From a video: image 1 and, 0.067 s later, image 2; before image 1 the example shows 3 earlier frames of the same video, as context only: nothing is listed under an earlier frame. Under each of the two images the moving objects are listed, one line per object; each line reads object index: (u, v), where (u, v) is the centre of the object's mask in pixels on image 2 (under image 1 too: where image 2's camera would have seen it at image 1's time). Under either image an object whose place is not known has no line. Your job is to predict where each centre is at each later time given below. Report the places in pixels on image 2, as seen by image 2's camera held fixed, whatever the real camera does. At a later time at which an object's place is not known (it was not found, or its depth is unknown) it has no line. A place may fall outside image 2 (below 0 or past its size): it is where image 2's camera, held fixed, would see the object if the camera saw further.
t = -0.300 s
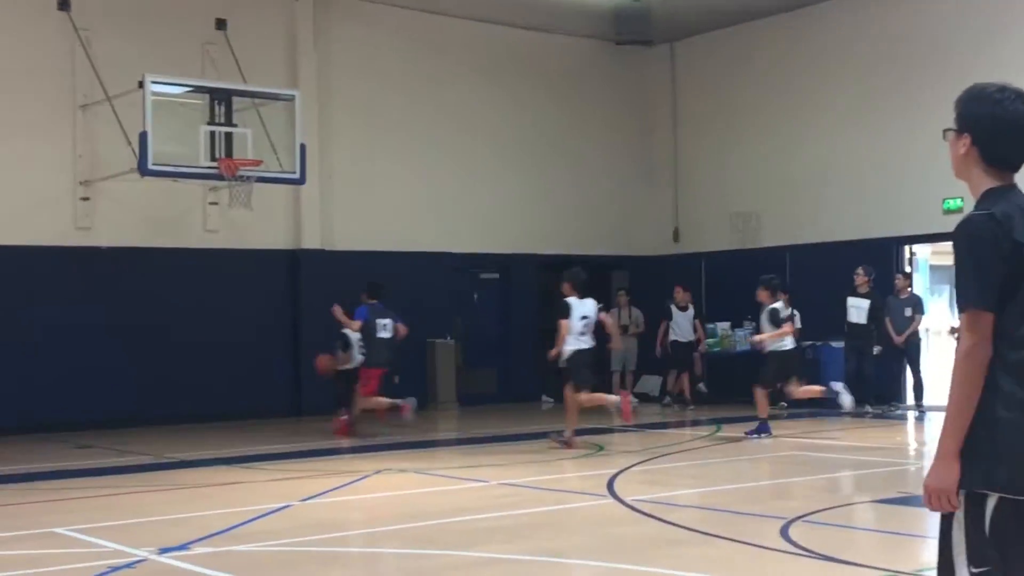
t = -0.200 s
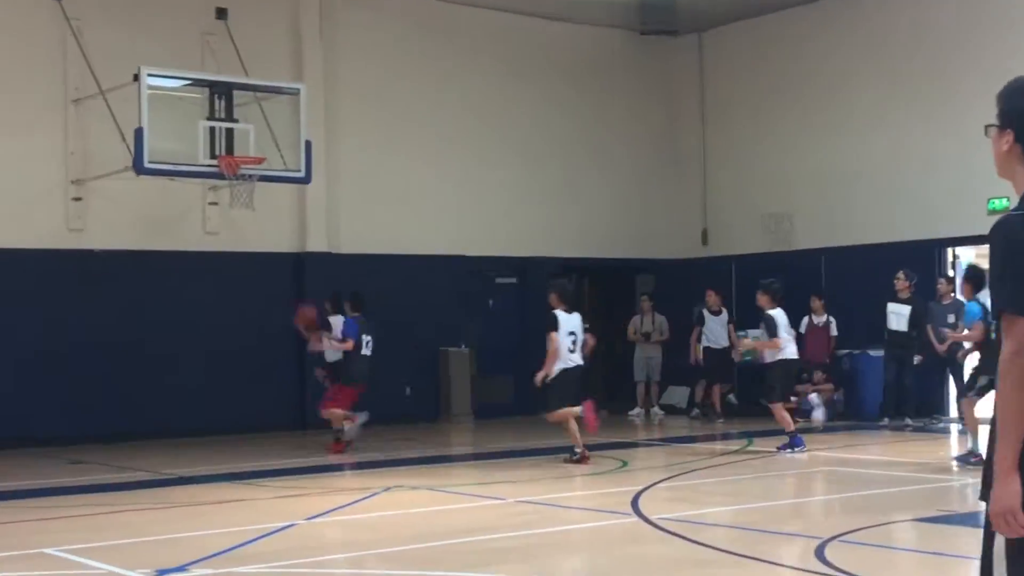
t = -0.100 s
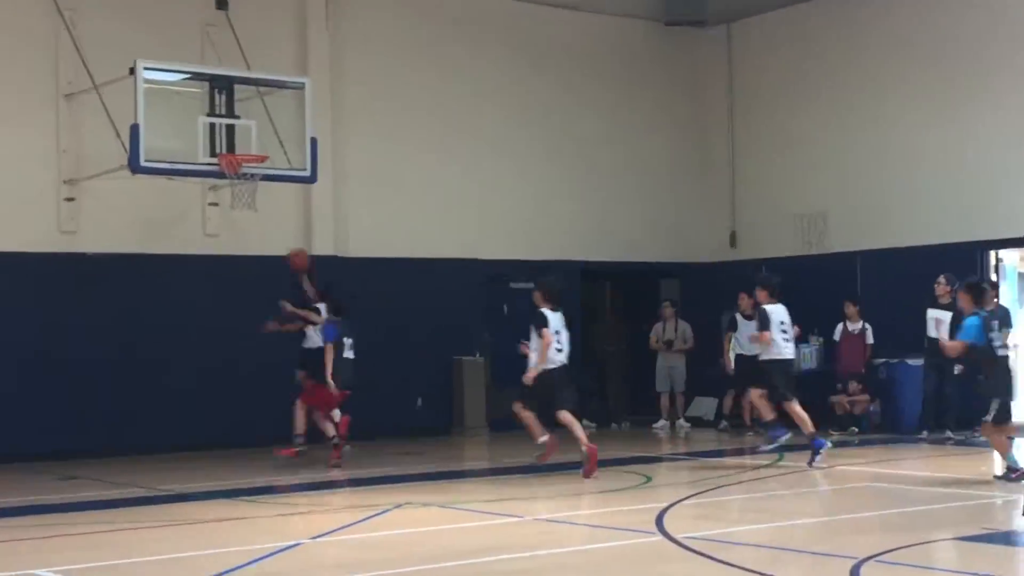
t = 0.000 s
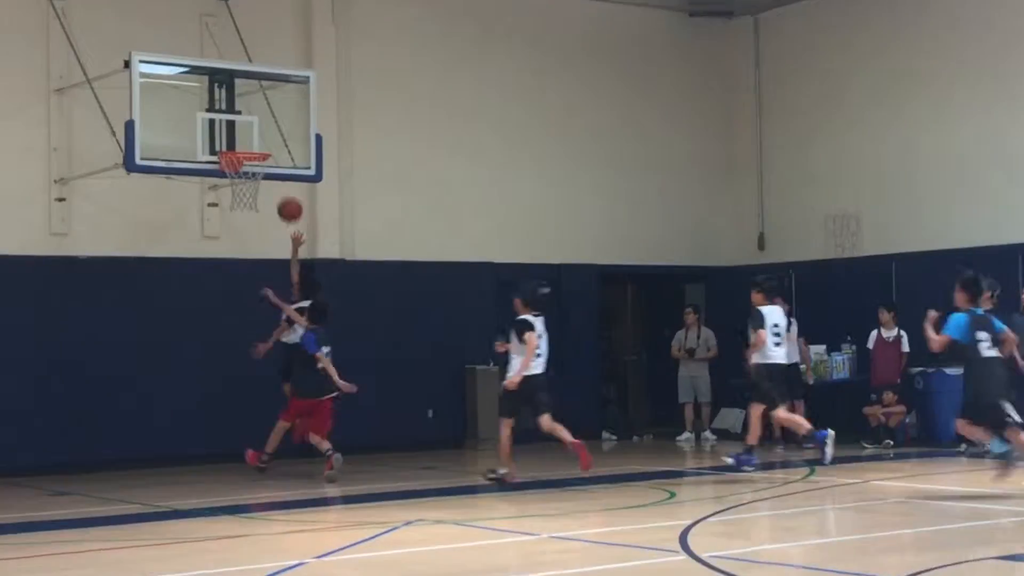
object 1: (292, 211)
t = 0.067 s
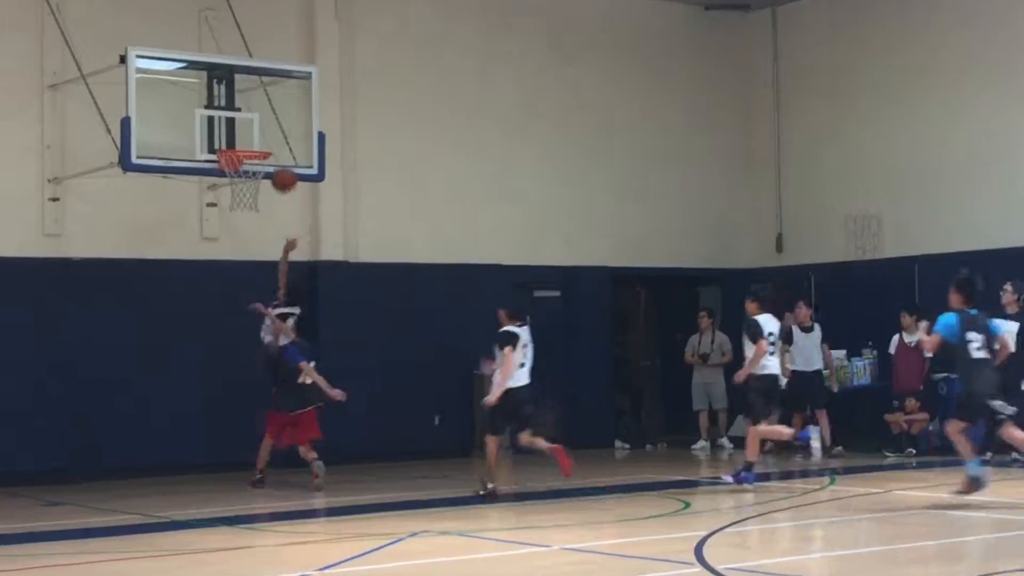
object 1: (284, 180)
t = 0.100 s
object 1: (282, 163)
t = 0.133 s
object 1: (277, 150)
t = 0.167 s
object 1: (272, 138)
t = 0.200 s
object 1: (267, 127)
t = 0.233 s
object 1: (265, 117)
